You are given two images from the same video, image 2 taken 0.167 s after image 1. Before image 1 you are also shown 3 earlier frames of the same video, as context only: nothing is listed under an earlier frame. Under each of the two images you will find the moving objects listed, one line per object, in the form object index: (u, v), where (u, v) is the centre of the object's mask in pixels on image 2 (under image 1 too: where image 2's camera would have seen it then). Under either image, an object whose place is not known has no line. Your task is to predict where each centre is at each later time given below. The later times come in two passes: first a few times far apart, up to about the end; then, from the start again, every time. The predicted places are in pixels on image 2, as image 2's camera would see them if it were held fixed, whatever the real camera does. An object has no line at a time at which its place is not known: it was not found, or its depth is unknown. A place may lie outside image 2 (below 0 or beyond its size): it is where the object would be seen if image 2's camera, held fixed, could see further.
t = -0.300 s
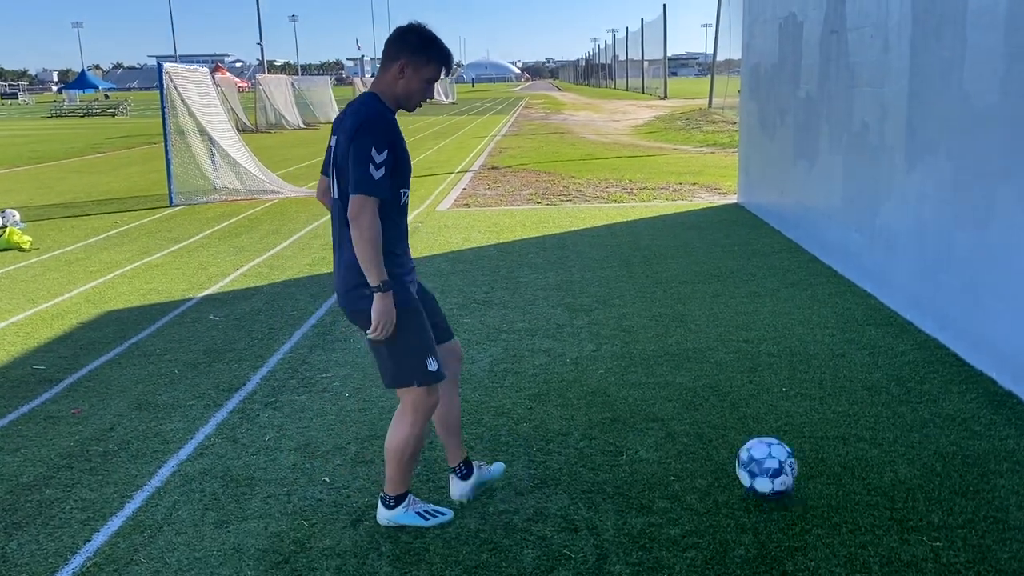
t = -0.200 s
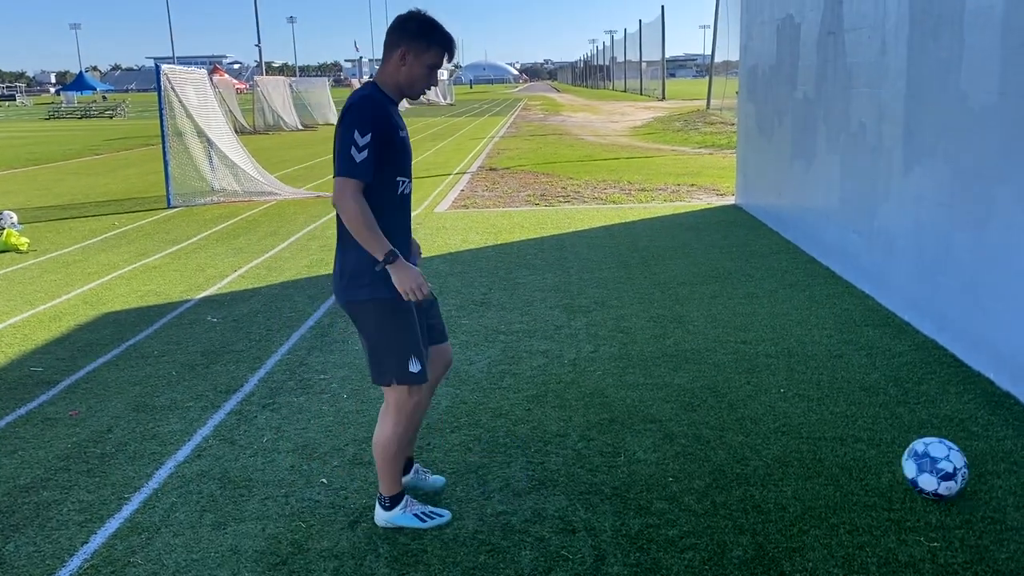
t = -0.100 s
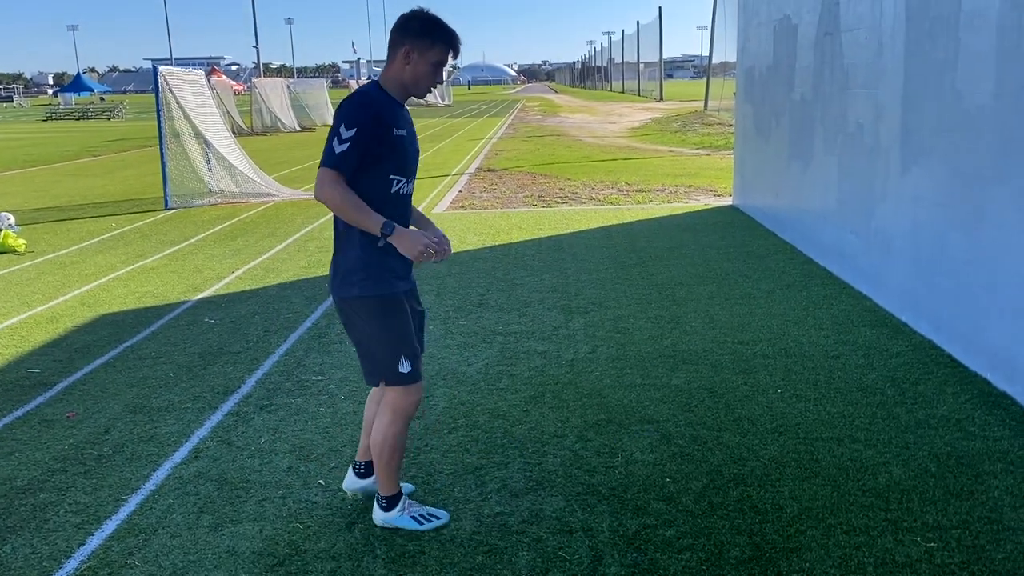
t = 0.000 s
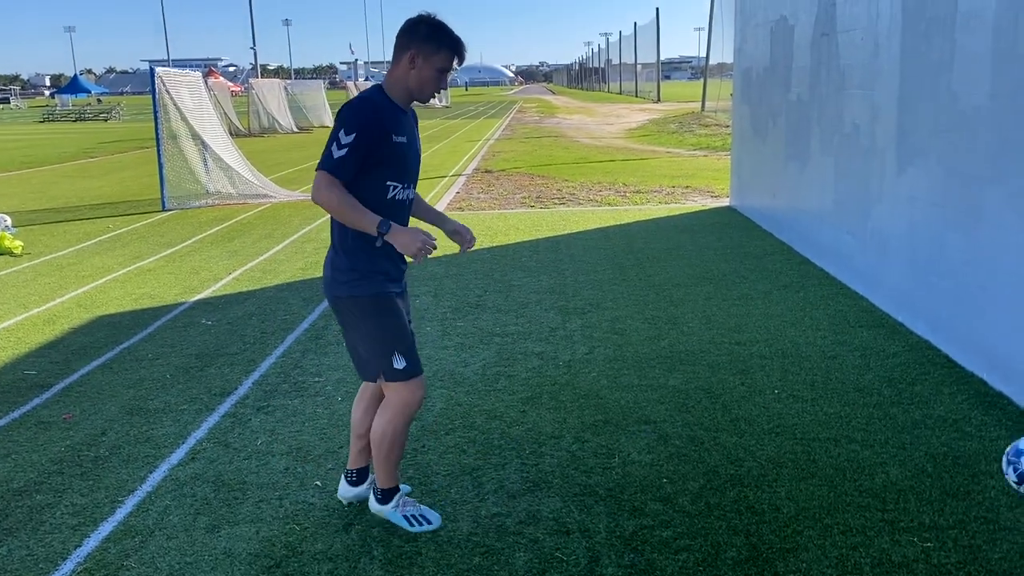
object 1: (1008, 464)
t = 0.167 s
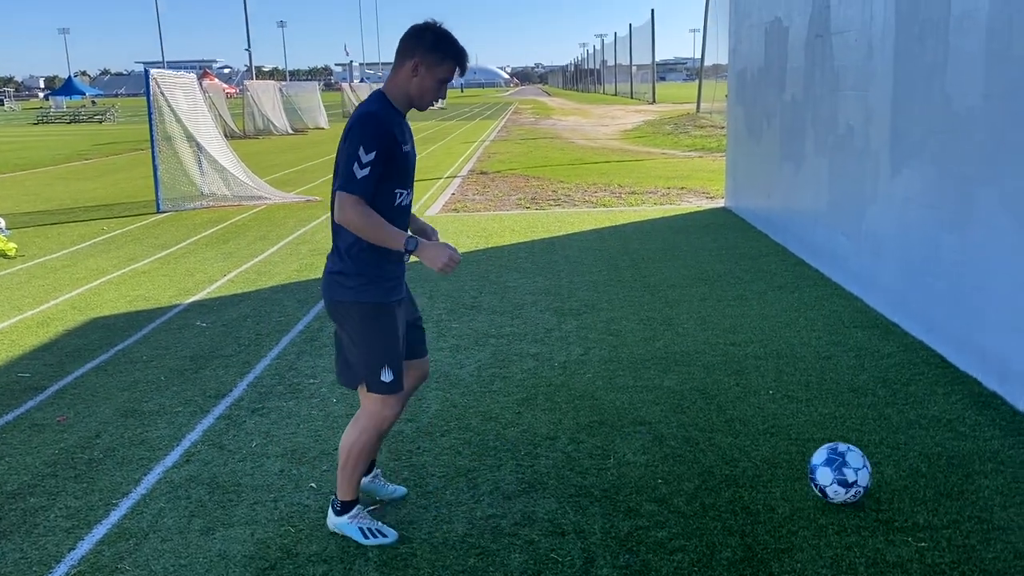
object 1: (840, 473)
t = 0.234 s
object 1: (773, 474)
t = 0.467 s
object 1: (580, 476)
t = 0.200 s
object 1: (805, 475)
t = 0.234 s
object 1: (773, 474)
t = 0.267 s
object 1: (741, 473)
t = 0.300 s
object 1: (710, 476)
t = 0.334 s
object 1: (681, 475)
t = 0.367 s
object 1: (654, 475)
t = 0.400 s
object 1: (628, 476)
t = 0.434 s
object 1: (603, 477)
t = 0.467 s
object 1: (580, 476)
